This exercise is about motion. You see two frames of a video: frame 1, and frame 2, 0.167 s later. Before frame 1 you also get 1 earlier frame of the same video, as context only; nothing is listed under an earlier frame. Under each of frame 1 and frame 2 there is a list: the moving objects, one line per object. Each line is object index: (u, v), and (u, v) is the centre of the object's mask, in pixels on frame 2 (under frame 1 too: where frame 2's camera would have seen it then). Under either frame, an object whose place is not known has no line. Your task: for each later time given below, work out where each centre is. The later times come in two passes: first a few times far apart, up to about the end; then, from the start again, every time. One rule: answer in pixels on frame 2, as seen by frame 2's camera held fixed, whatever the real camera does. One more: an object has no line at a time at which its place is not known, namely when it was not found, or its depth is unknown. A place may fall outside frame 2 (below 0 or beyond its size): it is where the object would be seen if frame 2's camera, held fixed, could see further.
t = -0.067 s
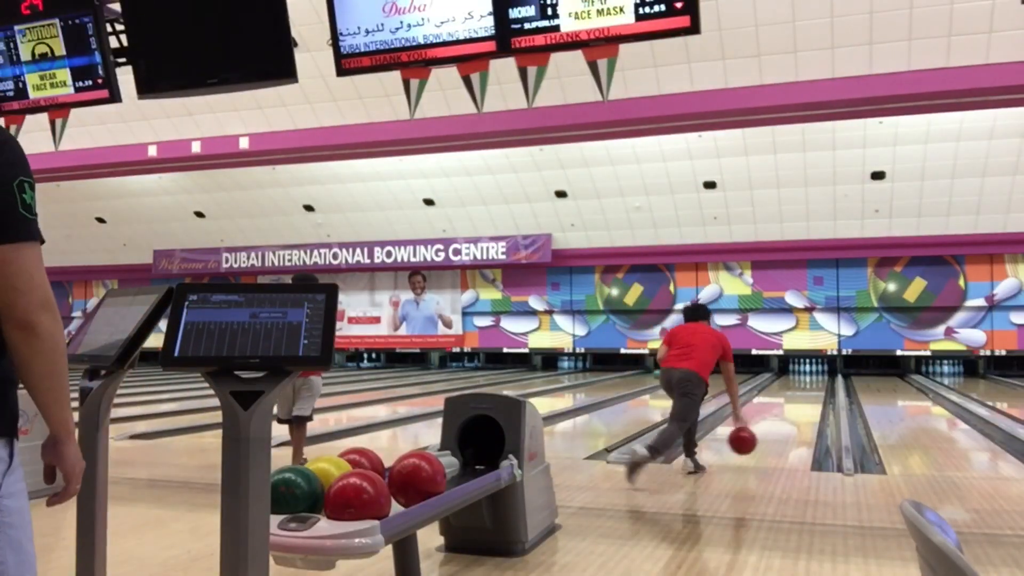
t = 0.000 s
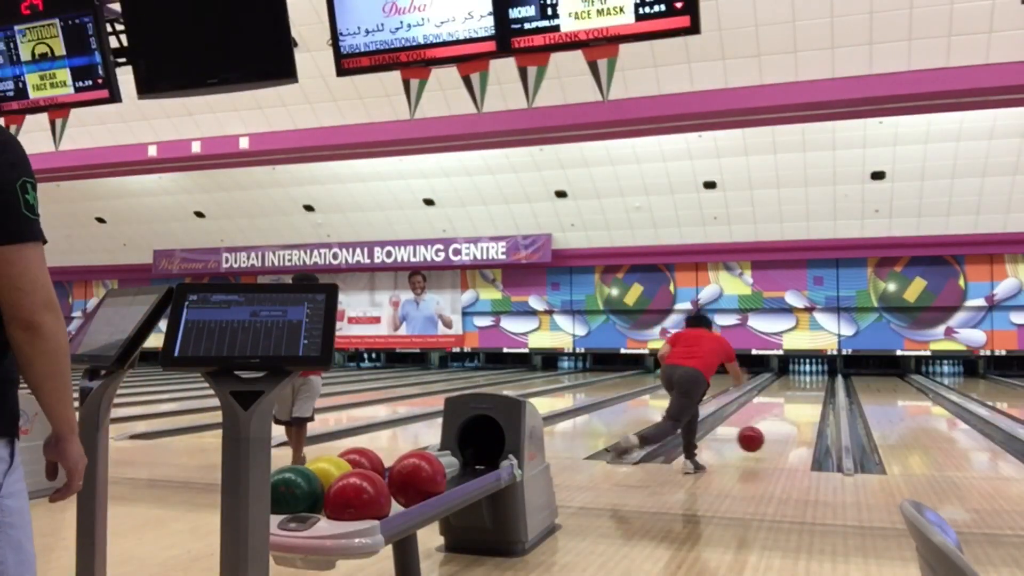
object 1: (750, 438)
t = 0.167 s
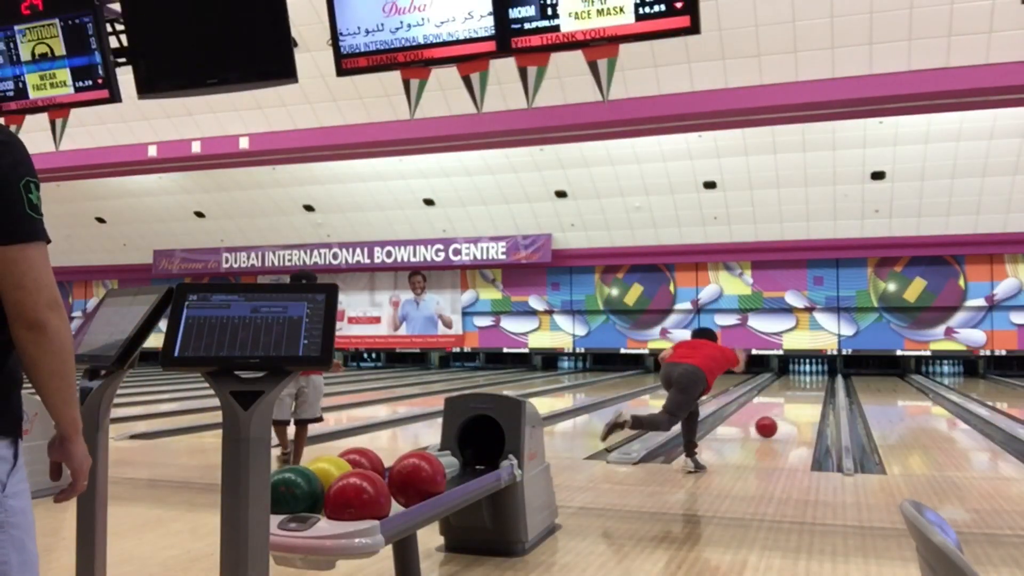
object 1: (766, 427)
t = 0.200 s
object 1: (769, 425)
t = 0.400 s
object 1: (781, 412)
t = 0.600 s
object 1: (790, 401)
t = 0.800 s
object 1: (797, 394)
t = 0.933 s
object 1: (800, 389)
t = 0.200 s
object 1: (769, 425)
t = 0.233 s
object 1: (771, 422)
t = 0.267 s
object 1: (773, 420)
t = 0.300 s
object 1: (775, 418)
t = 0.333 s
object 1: (777, 415)
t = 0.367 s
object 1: (779, 414)
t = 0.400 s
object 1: (781, 412)
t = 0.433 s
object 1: (782, 410)
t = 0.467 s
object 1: (784, 408)
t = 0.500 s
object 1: (786, 406)
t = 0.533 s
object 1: (787, 404)
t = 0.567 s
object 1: (788, 402)
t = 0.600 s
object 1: (790, 401)
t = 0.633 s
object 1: (791, 400)
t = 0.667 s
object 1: (792, 398)
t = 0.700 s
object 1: (793, 397)
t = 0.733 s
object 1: (795, 396)
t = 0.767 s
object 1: (796, 395)
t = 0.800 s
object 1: (797, 394)
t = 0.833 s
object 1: (798, 392)
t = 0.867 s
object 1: (799, 391)
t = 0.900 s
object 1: (799, 390)
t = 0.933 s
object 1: (800, 389)
